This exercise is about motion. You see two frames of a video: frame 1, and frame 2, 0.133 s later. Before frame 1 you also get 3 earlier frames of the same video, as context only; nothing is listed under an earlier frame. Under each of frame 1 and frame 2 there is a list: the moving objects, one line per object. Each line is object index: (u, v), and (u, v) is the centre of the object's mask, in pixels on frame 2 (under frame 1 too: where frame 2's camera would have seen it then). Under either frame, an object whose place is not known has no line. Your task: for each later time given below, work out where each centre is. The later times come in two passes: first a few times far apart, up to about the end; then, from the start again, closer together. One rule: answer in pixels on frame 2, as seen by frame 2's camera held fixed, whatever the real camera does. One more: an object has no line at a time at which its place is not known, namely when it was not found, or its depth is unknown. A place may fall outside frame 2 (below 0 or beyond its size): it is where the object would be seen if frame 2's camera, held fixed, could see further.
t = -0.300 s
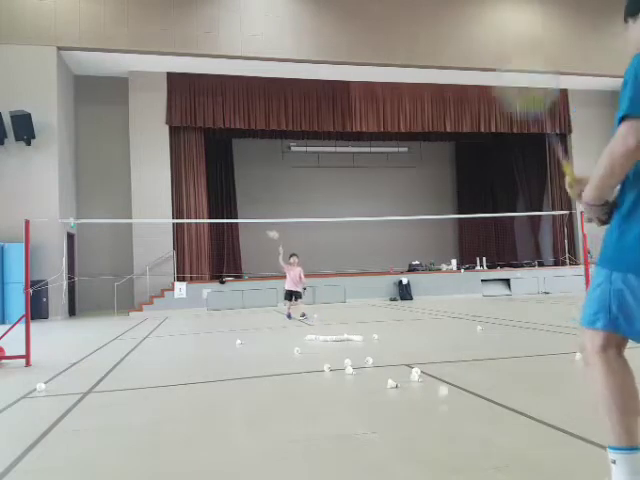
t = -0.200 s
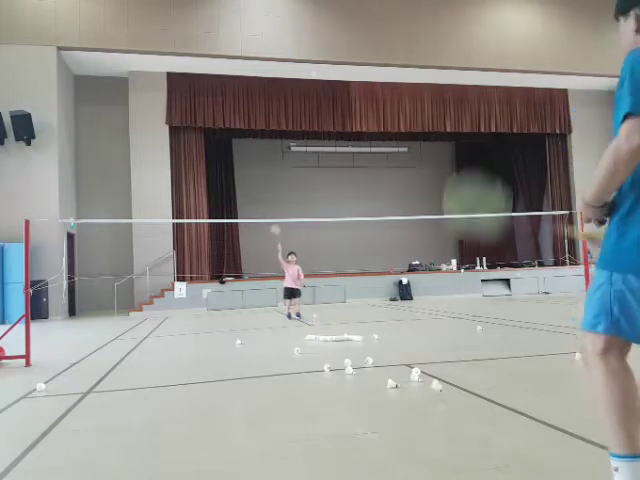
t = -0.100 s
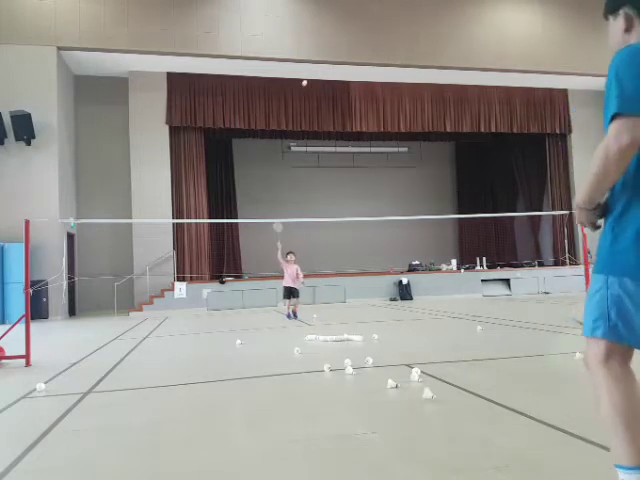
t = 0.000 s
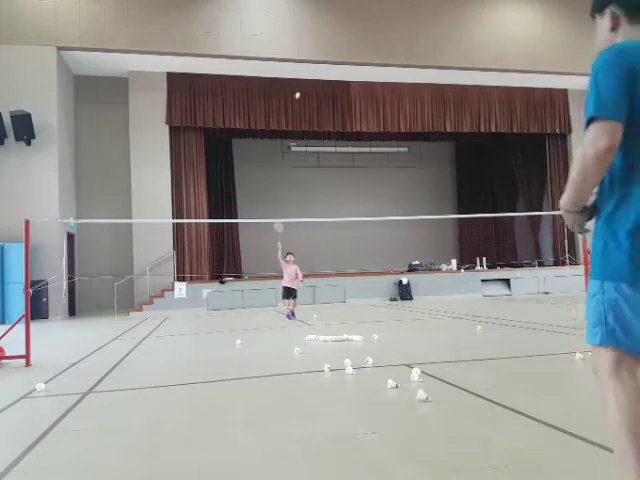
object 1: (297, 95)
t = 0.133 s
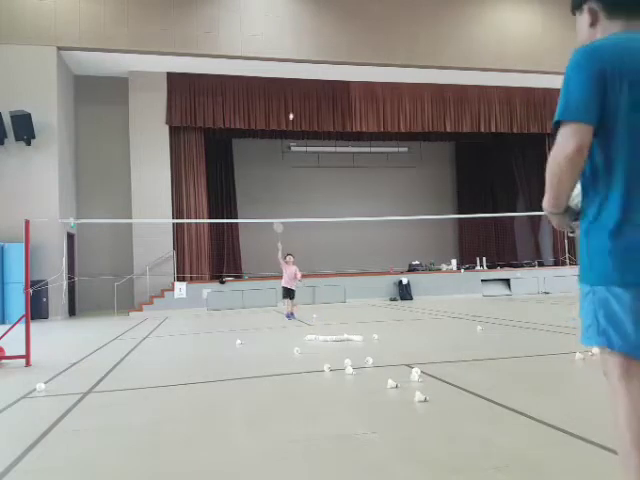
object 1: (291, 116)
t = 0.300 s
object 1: (287, 149)
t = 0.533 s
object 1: (284, 202)
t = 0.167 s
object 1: (289, 123)
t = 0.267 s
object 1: (287, 143)
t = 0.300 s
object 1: (287, 149)
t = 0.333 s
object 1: (285, 156)
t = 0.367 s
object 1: (285, 164)
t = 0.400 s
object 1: (285, 171)
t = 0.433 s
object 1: (285, 179)
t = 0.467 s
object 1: (285, 186)
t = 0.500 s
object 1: (284, 195)
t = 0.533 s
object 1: (284, 202)
